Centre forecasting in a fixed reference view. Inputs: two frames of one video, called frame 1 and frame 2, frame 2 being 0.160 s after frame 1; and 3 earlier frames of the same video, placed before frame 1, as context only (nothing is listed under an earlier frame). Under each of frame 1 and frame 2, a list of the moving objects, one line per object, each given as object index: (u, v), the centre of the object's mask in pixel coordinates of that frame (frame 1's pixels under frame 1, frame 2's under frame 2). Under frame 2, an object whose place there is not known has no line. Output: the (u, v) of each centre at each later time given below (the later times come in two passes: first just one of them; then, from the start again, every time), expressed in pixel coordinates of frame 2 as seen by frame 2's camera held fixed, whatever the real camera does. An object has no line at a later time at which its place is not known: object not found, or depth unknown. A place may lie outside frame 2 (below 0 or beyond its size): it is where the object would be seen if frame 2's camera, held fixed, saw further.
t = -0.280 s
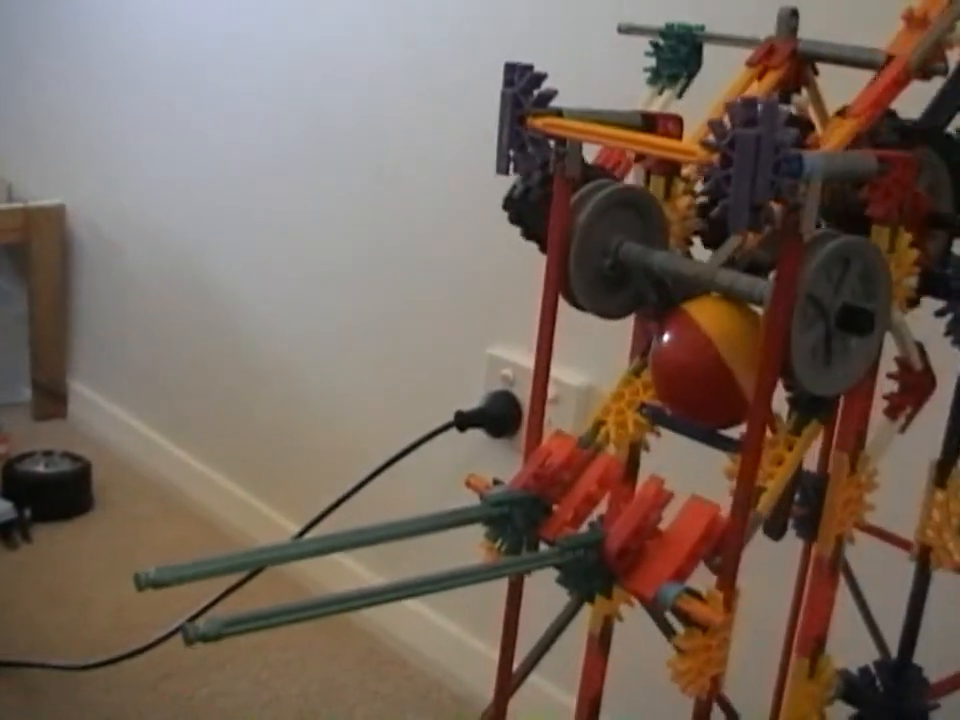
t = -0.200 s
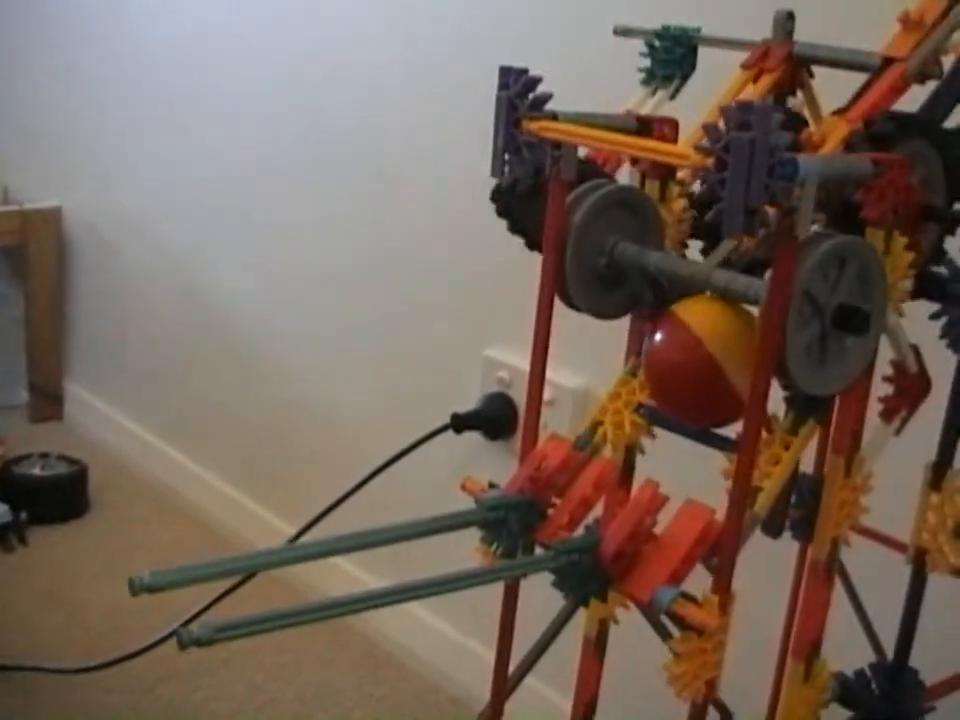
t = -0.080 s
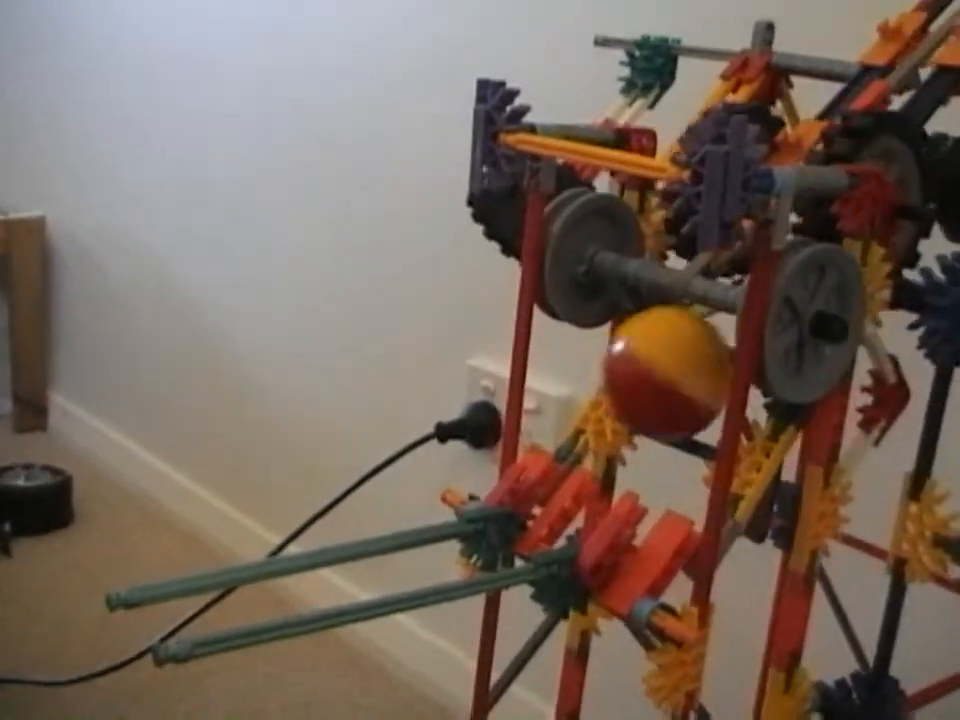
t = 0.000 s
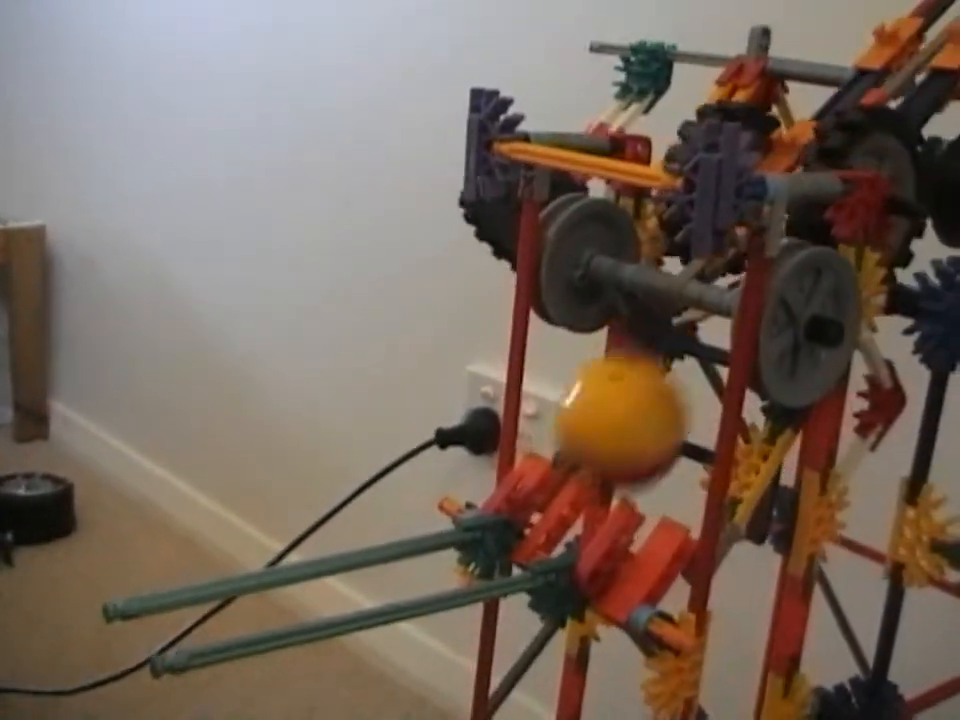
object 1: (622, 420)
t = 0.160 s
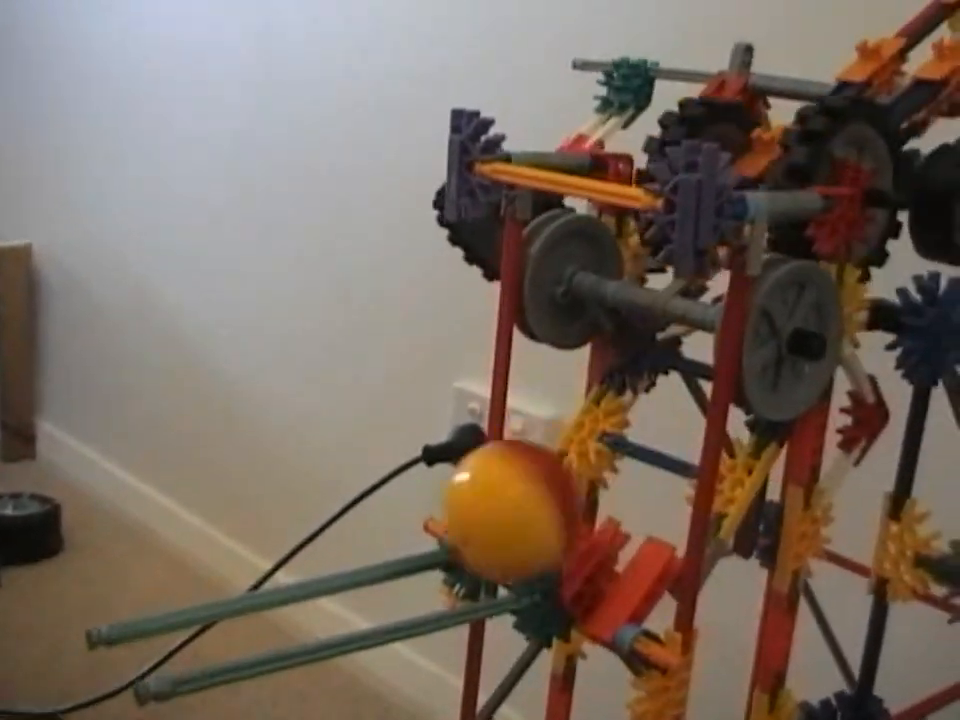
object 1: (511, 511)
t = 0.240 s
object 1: (465, 525)
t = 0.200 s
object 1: (489, 517)
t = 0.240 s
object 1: (465, 525)
